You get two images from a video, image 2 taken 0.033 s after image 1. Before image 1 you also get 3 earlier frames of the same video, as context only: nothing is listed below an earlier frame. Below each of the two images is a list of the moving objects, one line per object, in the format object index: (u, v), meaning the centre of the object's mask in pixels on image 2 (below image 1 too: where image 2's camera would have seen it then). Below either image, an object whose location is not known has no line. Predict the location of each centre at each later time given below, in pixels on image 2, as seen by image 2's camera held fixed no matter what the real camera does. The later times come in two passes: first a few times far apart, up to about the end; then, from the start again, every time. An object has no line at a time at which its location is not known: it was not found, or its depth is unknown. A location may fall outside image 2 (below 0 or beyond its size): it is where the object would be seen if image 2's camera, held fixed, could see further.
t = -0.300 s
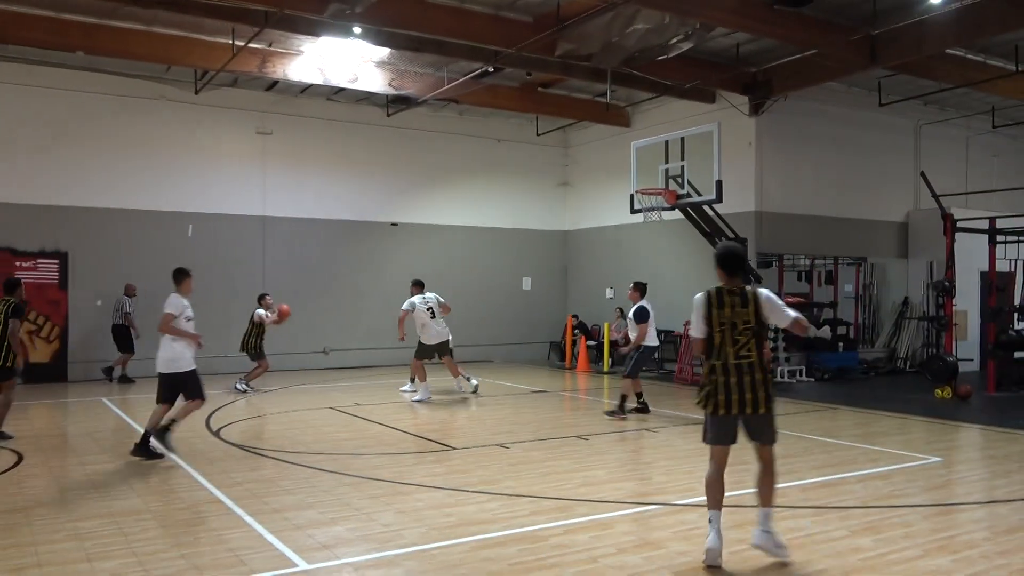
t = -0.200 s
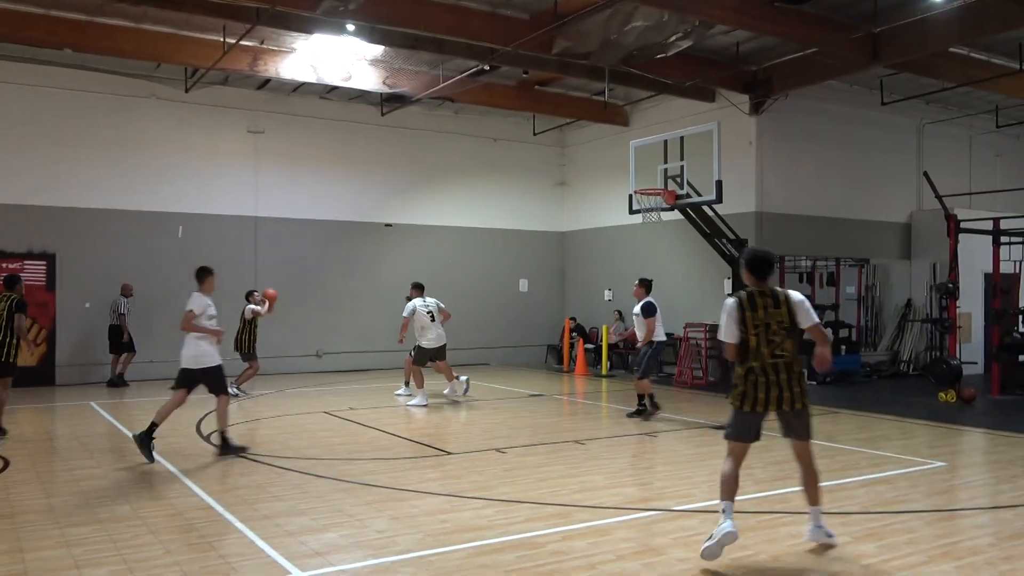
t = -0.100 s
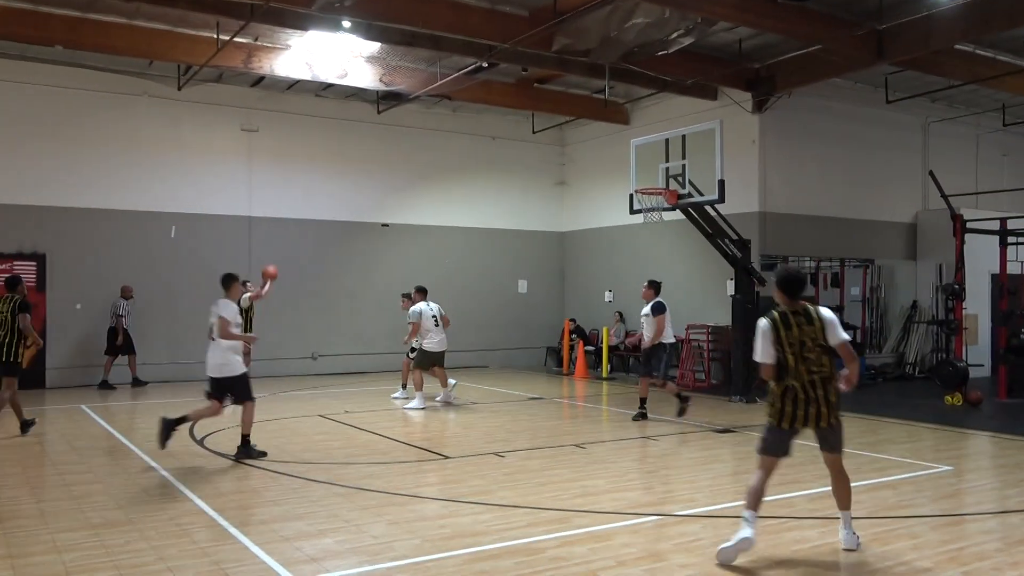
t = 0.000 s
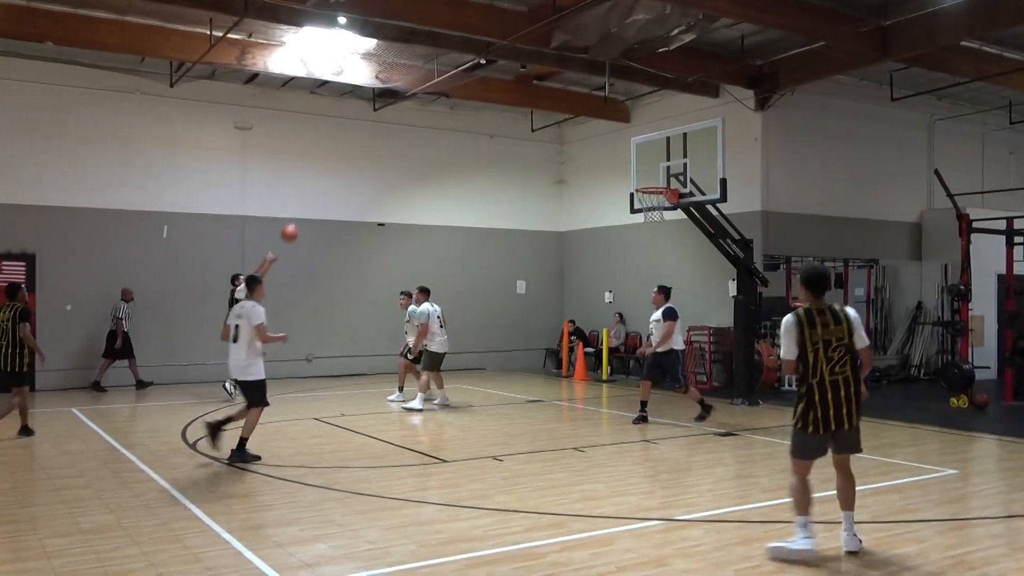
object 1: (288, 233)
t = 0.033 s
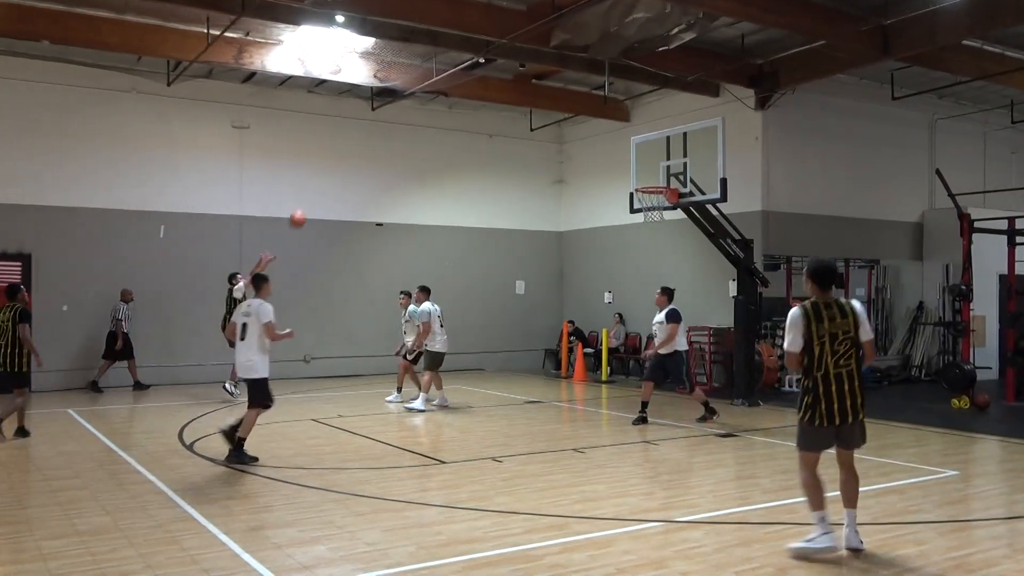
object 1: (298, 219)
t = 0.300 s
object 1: (379, 134)
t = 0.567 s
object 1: (462, 94)
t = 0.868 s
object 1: (559, 104)
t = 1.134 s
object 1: (650, 174)
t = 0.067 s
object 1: (307, 206)
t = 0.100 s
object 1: (317, 193)
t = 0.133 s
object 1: (328, 181)
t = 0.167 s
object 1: (338, 170)
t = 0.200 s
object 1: (348, 159)
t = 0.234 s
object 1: (358, 150)
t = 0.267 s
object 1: (369, 142)
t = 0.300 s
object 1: (379, 134)
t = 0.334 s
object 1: (390, 126)
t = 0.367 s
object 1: (400, 120)
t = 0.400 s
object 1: (411, 114)
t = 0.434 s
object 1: (421, 109)
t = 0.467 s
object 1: (432, 104)
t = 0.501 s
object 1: (442, 100)
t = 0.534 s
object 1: (453, 98)
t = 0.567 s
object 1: (462, 94)
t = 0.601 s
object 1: (471, 90)
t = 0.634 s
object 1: (480, 89)
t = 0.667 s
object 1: (491, 89)
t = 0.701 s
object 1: (503, 90)
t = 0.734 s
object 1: (514, 91)
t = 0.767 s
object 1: (525, 93)
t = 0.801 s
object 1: (536, 94)
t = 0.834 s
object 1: (547, 100)
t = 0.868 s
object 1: (559, 104)
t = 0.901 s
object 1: (570, 110)
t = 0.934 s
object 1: (581, 112)
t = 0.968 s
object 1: (593, 122)
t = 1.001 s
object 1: (604, 132)
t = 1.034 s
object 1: (616, 140)
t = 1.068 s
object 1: (627, 151)
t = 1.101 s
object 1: (639, 162)
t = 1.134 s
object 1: (650, 174)
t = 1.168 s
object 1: (660, 186)
